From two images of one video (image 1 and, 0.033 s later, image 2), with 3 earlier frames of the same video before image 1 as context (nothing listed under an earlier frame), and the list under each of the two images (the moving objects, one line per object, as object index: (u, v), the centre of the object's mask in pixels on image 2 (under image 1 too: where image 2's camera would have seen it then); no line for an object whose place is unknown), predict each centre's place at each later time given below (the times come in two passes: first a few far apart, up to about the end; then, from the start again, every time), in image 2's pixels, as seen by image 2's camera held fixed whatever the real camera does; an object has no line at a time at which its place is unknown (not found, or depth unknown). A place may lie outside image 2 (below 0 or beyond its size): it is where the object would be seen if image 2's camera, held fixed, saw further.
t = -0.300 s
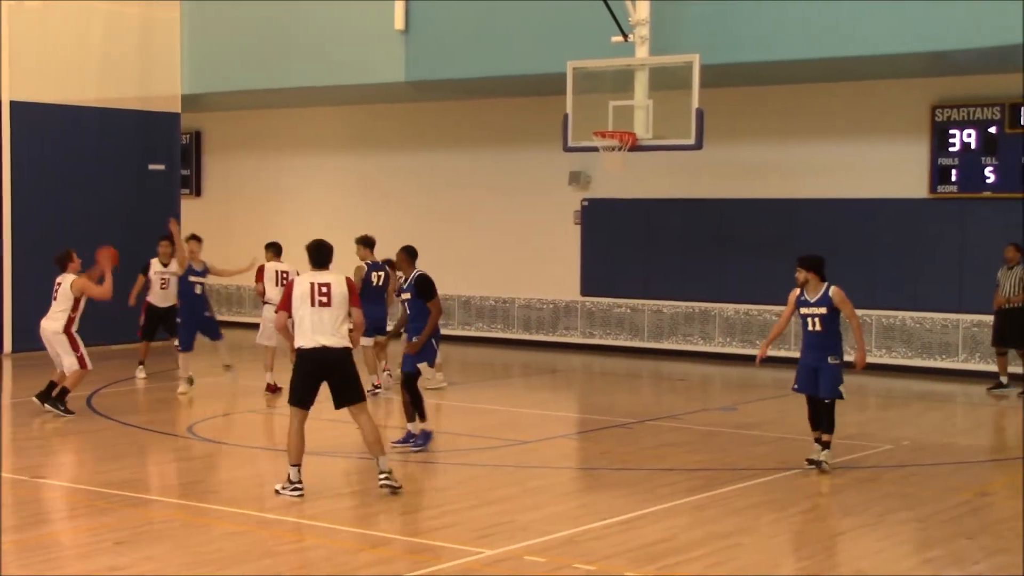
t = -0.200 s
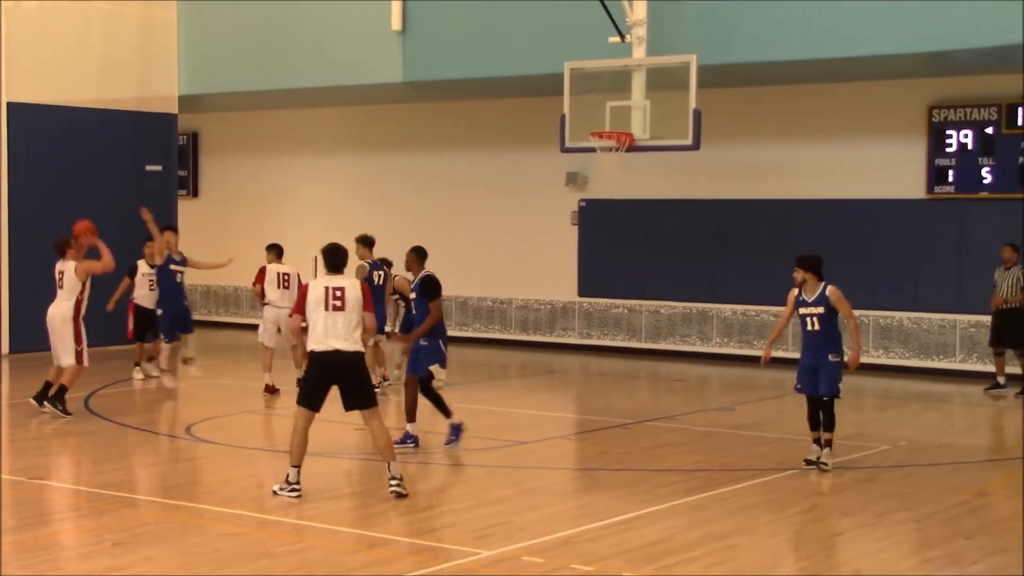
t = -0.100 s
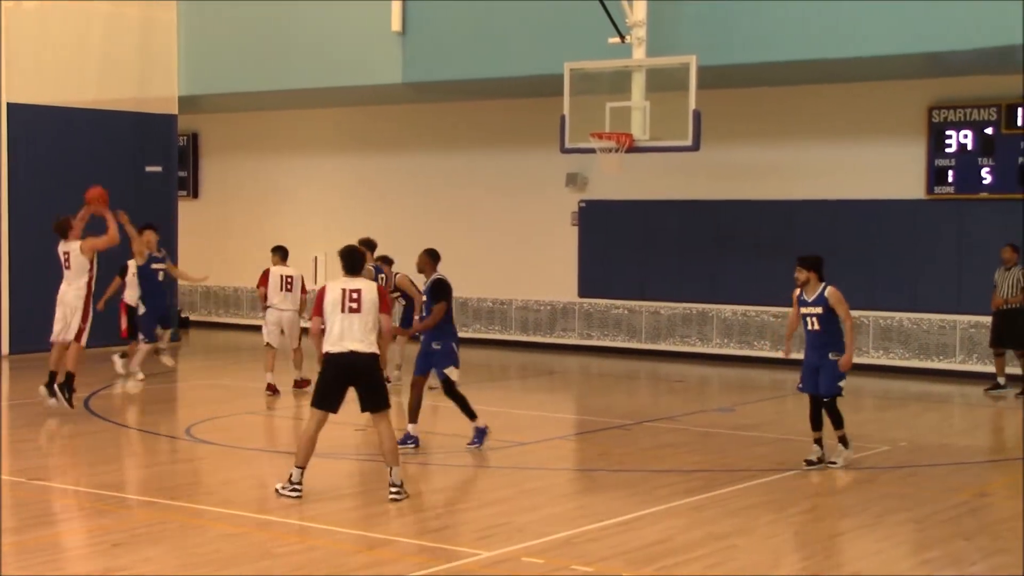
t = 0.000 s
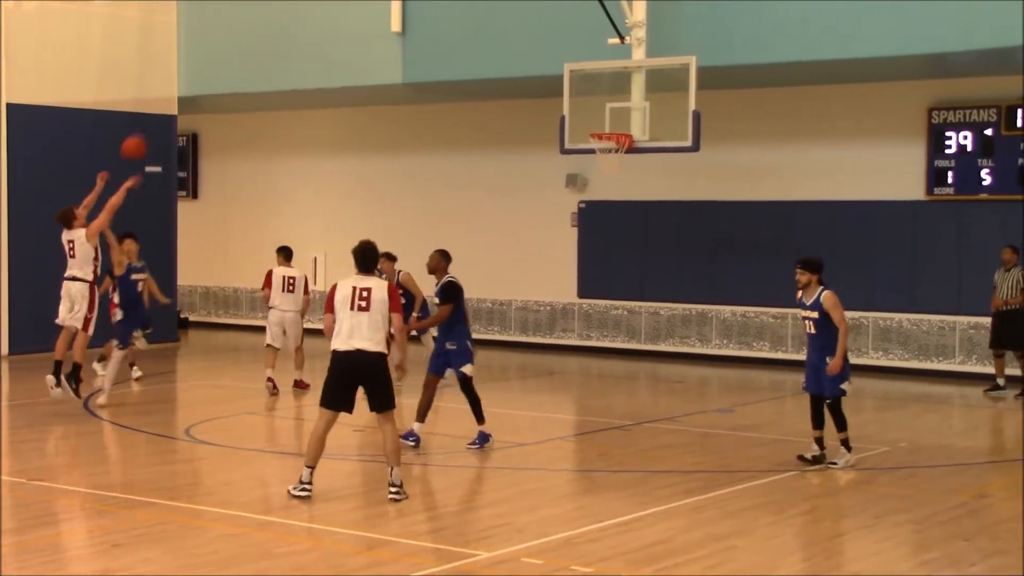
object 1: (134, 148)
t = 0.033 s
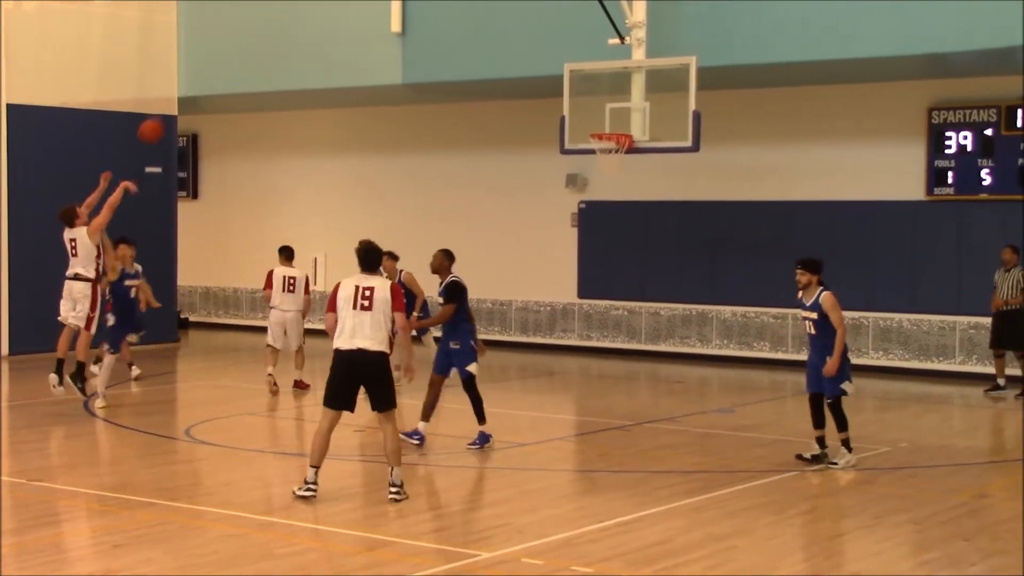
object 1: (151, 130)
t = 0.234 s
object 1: (248, 48)
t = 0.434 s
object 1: (339, 6)
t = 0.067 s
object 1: (166, 115)
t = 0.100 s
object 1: (184, 99)
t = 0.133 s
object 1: (200, 84)
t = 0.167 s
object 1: (216, 71)
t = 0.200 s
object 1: (232, 59)
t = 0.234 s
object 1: (248, 48)
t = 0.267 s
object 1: (263, 38)
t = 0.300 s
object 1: (279, 29)
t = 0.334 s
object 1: (294, 22)
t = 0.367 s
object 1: (309, 15)
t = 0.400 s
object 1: (324, 9)
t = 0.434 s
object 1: (339, 6)
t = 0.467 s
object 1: (354, 4)
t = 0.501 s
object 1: (368, 3)
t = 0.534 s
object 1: (382, 2)
